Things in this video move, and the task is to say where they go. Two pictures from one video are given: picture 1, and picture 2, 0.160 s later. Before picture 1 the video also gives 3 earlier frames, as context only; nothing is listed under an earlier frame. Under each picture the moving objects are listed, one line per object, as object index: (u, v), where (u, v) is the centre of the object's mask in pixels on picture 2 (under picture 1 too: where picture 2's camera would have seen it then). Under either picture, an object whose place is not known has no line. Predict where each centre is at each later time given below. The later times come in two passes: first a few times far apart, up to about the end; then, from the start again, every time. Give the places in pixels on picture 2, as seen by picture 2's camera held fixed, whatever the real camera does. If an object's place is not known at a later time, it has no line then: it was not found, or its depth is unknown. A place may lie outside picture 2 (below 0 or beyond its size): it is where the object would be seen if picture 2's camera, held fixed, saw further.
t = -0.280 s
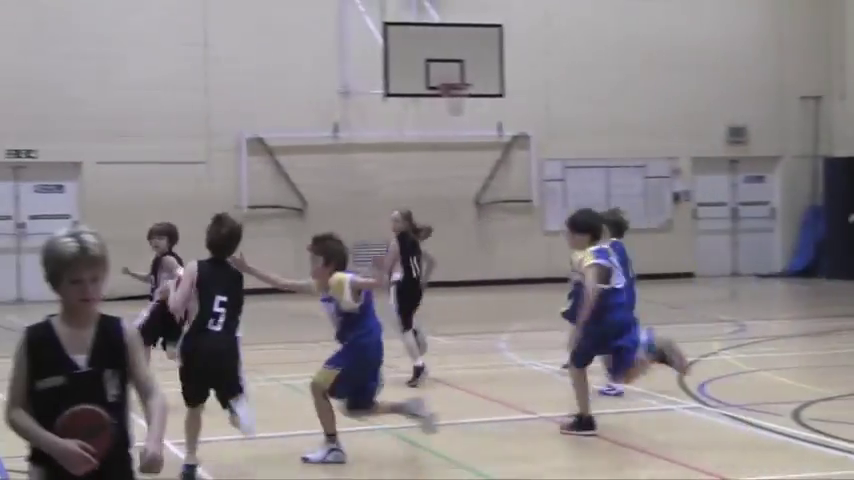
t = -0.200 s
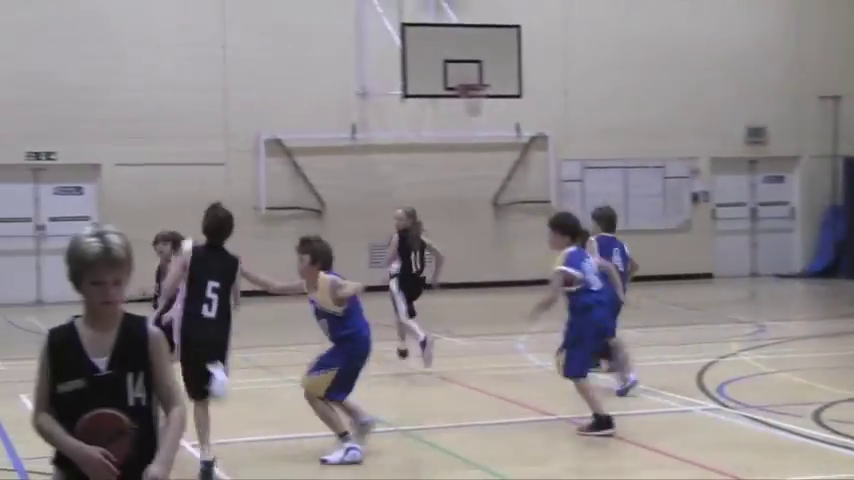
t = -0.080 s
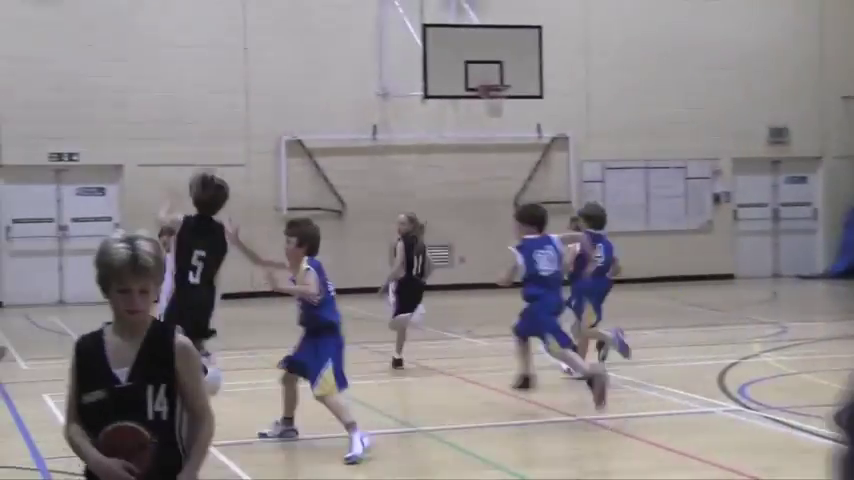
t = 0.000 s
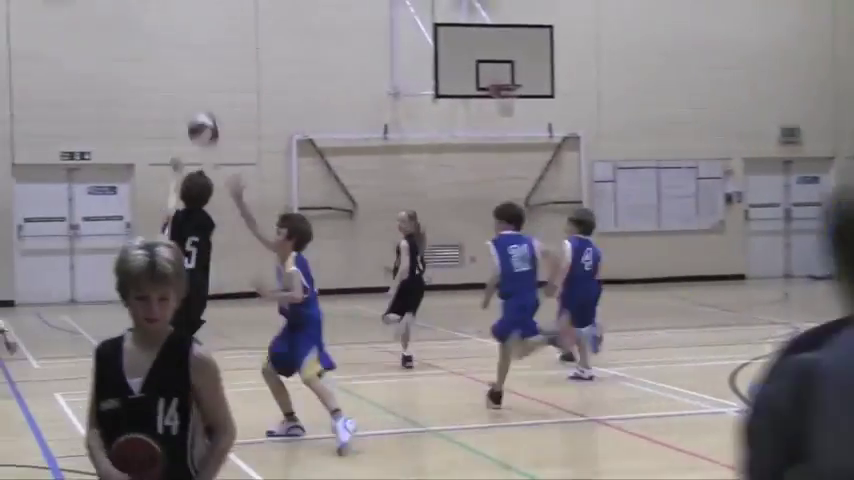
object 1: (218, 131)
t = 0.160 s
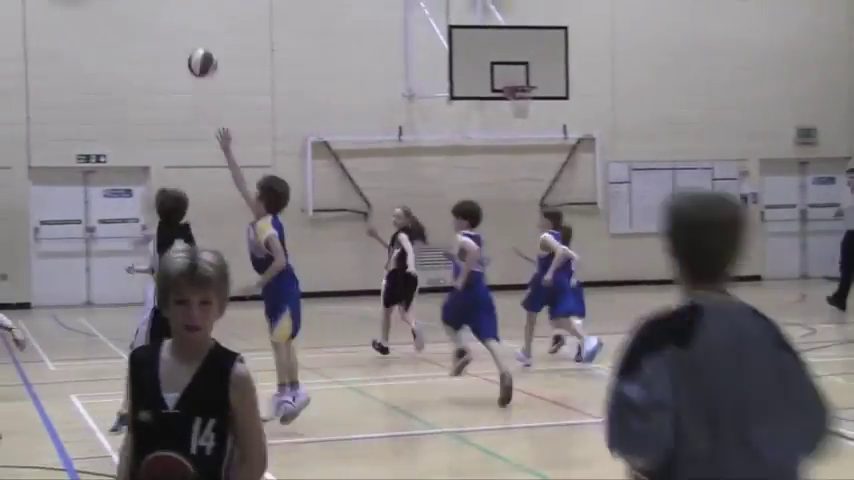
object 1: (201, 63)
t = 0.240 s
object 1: (196, 46)
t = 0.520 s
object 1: (179, 54)
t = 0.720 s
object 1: (171, 105)
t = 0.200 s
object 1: (199, 54)
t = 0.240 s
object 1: (196, 46)
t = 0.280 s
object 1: (193, 42)
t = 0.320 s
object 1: (190, 39)
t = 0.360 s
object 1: (188, 38)
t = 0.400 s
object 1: (185, 39)
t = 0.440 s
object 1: (181, 44)
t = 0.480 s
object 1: (181, 48)
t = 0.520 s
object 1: (179, 54)
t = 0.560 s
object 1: (176, 61)
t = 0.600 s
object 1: (174, 70)
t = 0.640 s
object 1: (173, 81)
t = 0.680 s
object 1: (172, 94)
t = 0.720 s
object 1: (171, 105)
